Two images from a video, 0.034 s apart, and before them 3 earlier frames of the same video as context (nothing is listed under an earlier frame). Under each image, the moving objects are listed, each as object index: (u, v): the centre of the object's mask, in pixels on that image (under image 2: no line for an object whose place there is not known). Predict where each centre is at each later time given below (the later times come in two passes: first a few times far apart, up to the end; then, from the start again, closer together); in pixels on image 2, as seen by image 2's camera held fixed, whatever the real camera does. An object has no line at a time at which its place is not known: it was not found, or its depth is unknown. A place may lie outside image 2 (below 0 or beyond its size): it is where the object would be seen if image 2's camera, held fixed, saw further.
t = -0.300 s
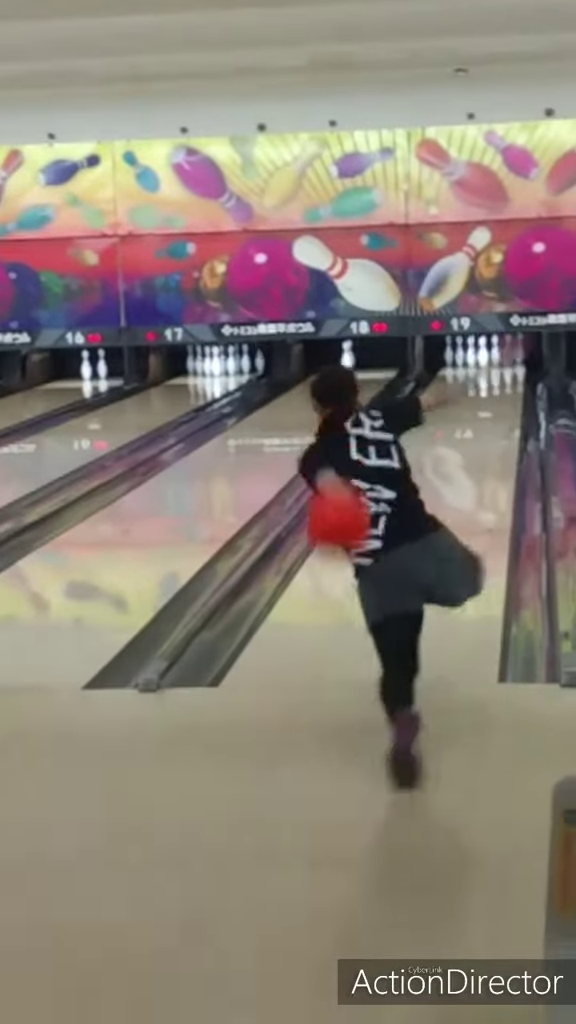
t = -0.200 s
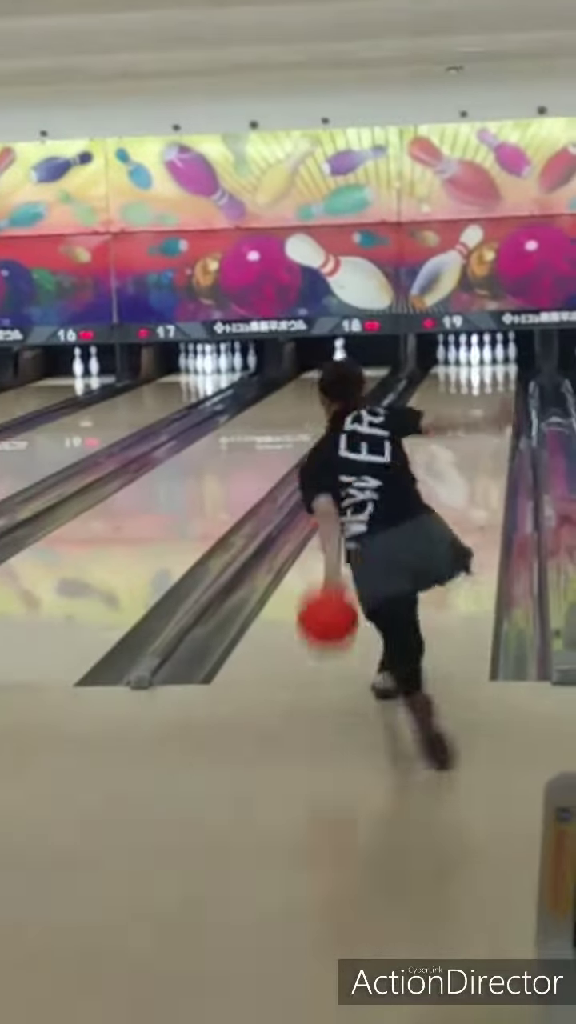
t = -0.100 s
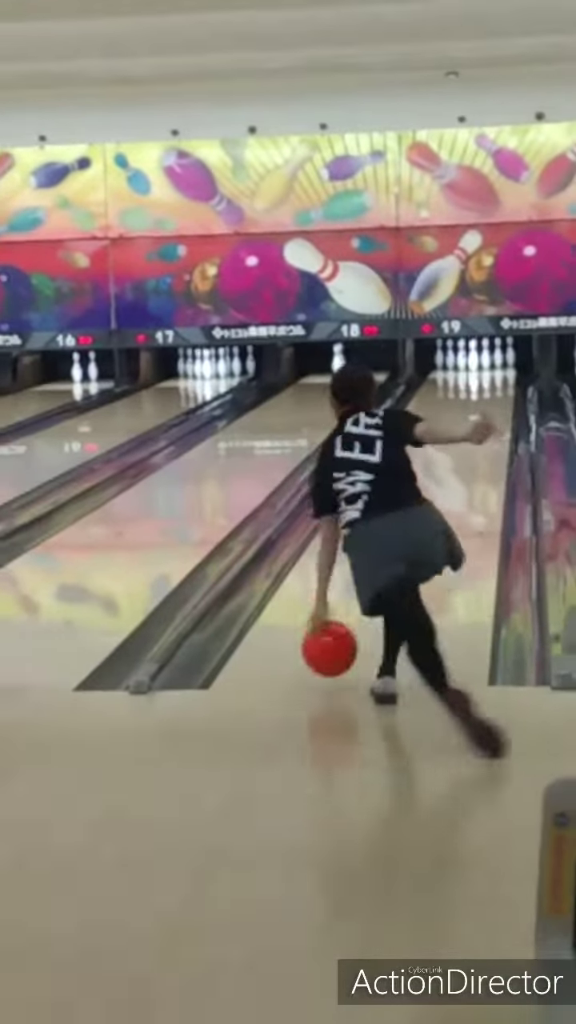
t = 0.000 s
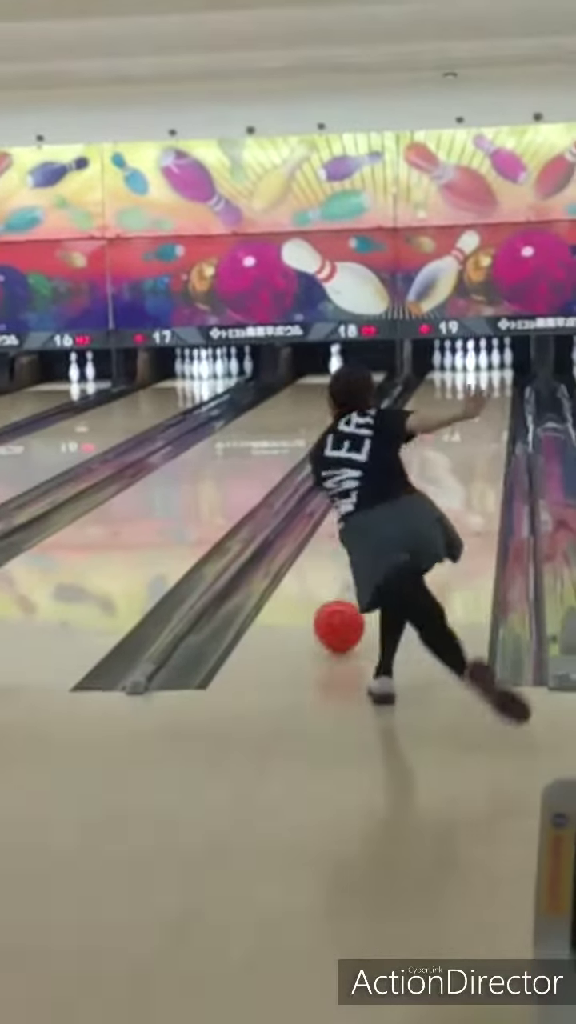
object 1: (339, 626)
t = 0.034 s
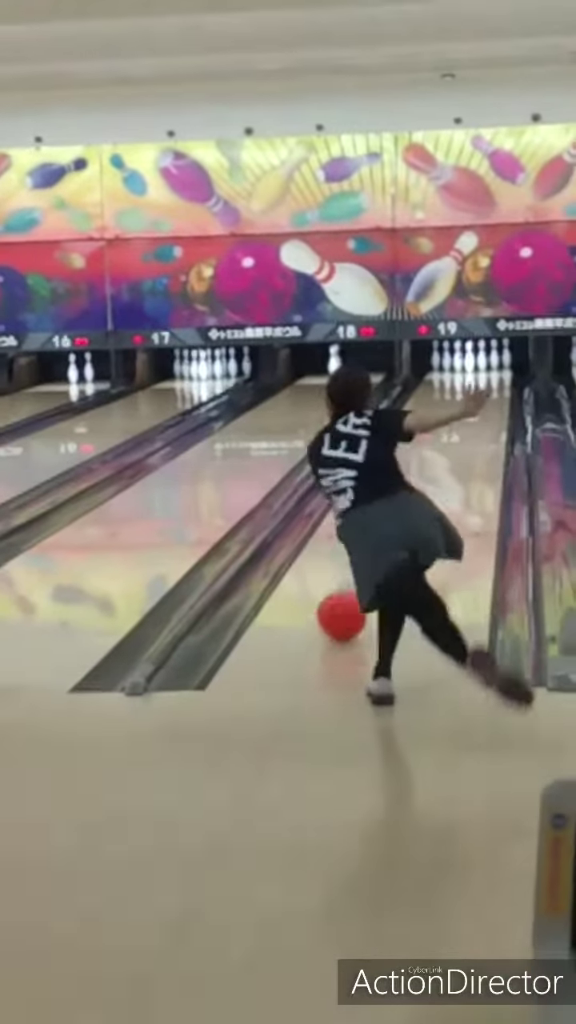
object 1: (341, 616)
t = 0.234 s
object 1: (346, 567)
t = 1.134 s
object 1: (410, 435)
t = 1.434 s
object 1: (415, 416)
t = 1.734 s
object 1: (423, 398)
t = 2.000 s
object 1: (431, 384)
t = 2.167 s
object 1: (437, 379)
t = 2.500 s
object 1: (456, 366)
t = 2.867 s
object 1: (460, 362)
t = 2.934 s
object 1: (459, 362)
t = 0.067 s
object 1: (343, 606)
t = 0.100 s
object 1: (345, 597)
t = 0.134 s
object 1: (346, 589)
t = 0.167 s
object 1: (347, 582)
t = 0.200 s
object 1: (347, 575)
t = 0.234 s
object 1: (346, 567)
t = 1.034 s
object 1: (412, 439)
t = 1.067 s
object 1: (410, 438)
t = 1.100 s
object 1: (410, 437)
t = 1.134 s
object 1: (410, 435)
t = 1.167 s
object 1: (410, 434)
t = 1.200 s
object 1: (410, 430)
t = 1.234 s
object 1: (415, 428)
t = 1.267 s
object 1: (411, 426)
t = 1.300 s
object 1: (411, 424)
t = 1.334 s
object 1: (411, 422)
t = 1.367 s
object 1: (413, 420)
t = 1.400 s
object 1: (413, 418)
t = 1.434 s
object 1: (415, 416)
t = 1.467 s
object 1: (415, 413)
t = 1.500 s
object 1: (416, 411)
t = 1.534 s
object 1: (418, 409)
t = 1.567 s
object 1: (418, 407)
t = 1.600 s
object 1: (419, 405)
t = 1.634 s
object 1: (420, 404)
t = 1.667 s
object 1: (421, 402)
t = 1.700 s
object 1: (422, 400)
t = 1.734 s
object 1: (423, 398)
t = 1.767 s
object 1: (423, 397)
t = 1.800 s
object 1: (424, 394)
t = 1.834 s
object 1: (426, 392)
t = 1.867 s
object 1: (427, 390)
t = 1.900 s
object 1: (428, 388)
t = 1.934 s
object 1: (429, 387)
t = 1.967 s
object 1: (430, 386)
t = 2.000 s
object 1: (431, 384)
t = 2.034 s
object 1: (432, 384)
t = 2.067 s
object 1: (432, 383)
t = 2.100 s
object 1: (434, 381)
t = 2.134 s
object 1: (435, 380)
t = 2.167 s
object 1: (437, 379)
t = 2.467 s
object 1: (455, 364)
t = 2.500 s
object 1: (456, 366)
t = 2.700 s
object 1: (460, 363)
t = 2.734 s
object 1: (460, 363)
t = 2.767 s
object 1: (461, 363)
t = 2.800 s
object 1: (460, 362)
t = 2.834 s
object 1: (460, 362)
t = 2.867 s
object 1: (460, 362)
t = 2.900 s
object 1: (459, 362)
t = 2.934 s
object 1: (459, 362)
